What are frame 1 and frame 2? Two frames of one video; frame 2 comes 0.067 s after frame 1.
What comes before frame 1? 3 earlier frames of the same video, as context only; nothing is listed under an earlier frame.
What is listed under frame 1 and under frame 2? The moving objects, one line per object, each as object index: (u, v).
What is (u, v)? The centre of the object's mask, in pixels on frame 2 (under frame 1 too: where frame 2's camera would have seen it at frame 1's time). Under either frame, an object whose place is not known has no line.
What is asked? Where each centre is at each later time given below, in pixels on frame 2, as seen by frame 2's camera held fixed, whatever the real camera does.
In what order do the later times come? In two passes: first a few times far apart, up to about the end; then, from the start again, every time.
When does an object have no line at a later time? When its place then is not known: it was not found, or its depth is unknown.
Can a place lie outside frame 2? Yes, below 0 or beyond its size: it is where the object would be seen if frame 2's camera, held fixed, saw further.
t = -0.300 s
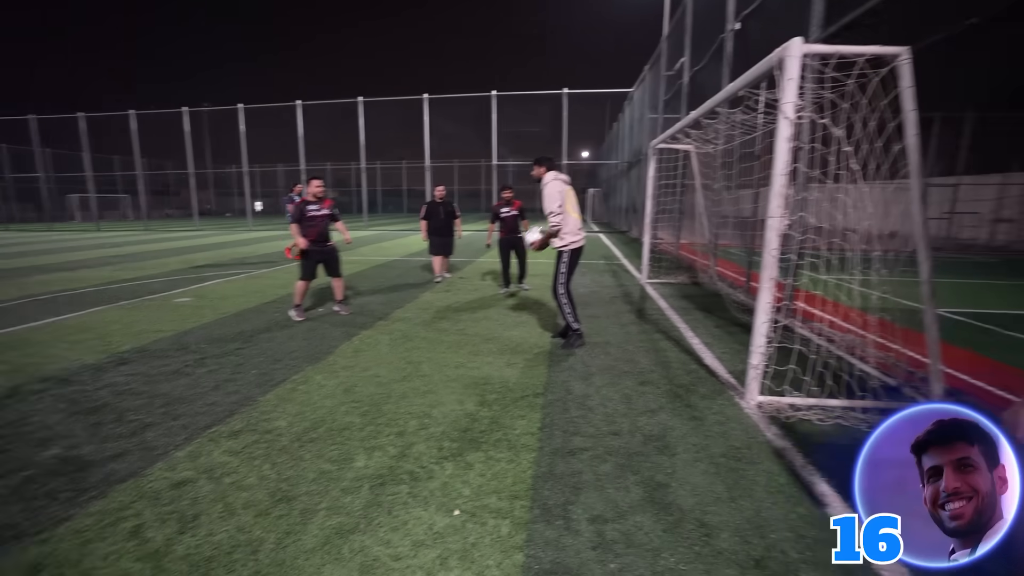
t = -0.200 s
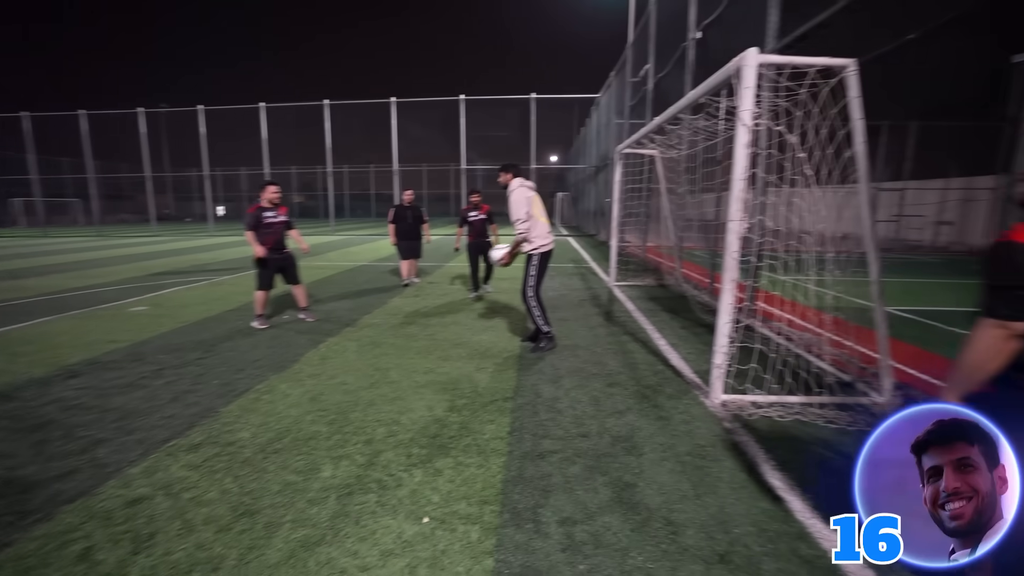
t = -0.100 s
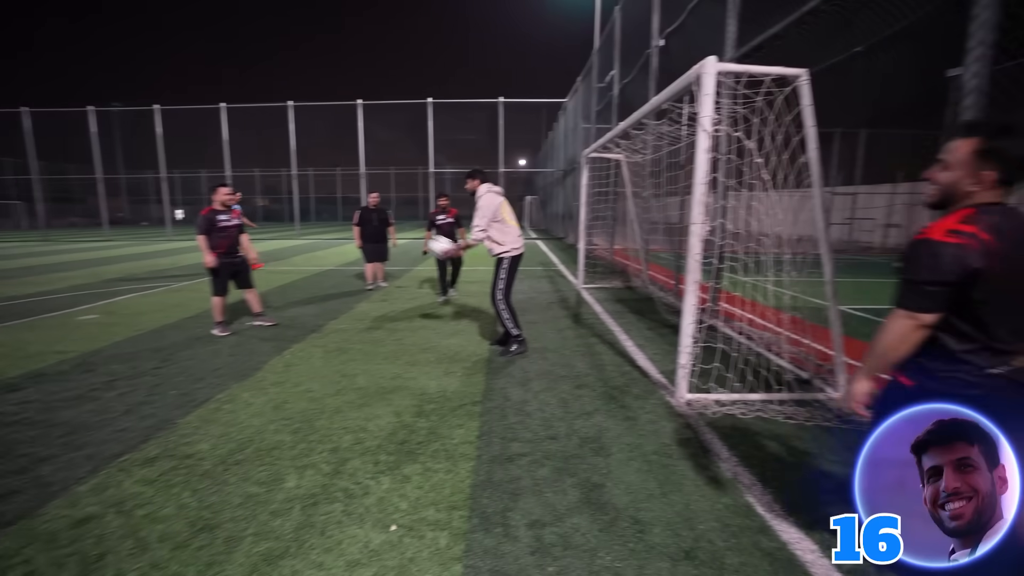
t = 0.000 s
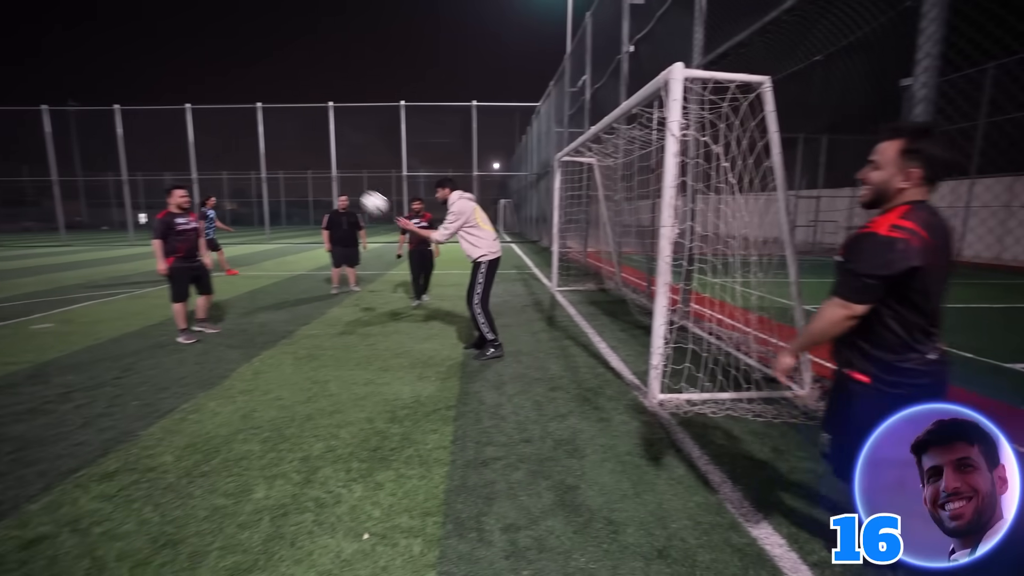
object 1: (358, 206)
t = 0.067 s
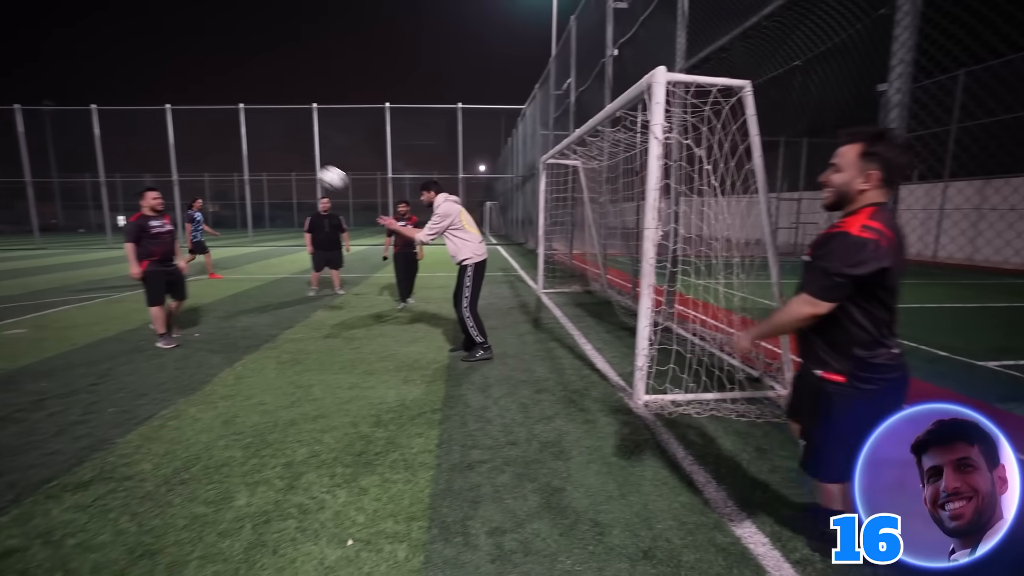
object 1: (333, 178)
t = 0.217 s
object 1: (274, 133)
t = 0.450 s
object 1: (187, 108)
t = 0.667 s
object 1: (113, 137)
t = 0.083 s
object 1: (326, 171)
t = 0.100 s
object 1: (319, 166)
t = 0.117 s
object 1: (313, 160)
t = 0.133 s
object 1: (307, 155)
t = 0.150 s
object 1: (300, 150)
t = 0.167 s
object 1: (294, 146)
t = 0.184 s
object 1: (287, 141)
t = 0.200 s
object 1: (281, 137)
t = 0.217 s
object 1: (274, 133)
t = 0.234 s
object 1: (268, 130)
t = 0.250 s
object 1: (262, 126)
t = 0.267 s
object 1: (256, 123)
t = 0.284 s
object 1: (249, 120)
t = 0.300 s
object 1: (243, 118)
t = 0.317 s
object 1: (236, 116)
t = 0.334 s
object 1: (230, 114)
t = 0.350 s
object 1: (224, 112)
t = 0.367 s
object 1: (218, 111)
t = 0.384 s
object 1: (212, 110)
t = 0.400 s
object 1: (206, 109)
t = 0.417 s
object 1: (200, 109)
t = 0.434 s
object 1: (193, 108)
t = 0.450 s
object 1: (187, 108)
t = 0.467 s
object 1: (182, 108)
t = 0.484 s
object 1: (175, 109)
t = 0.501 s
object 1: (169, 111)
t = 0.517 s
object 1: (164, 112)
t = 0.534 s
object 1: (158, 114)
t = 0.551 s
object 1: (153, 116)
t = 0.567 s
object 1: (147, 118)
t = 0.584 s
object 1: (141, 121)
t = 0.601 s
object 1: (135, 124)
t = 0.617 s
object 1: (129, 126)
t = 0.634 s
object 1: (124, 130)
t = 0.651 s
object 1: (118, 134)
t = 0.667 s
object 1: (113, 137)
